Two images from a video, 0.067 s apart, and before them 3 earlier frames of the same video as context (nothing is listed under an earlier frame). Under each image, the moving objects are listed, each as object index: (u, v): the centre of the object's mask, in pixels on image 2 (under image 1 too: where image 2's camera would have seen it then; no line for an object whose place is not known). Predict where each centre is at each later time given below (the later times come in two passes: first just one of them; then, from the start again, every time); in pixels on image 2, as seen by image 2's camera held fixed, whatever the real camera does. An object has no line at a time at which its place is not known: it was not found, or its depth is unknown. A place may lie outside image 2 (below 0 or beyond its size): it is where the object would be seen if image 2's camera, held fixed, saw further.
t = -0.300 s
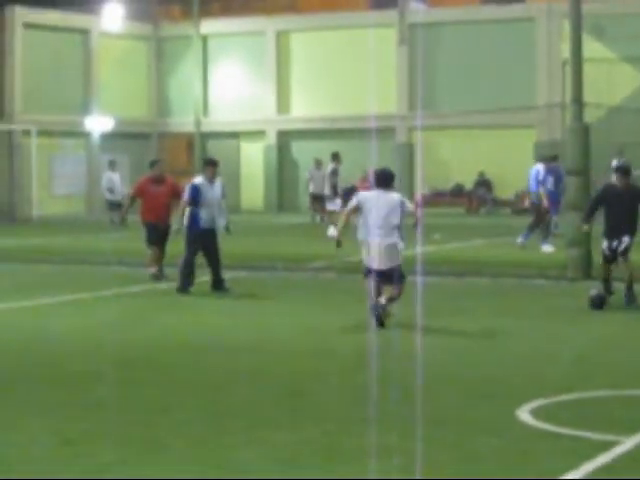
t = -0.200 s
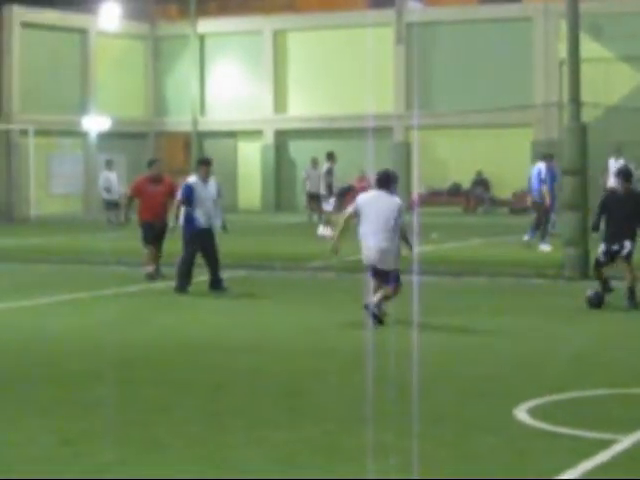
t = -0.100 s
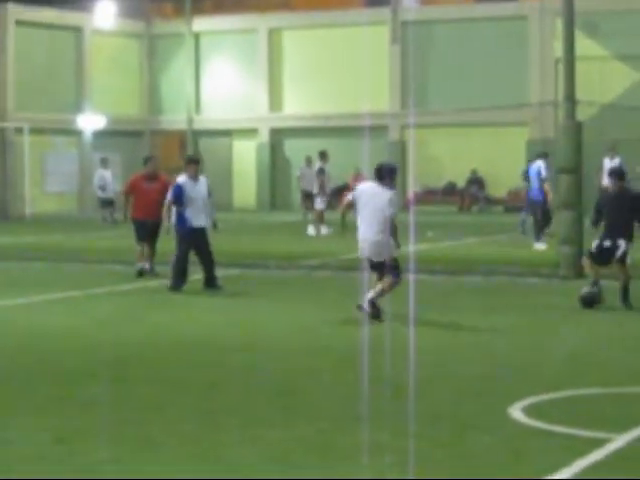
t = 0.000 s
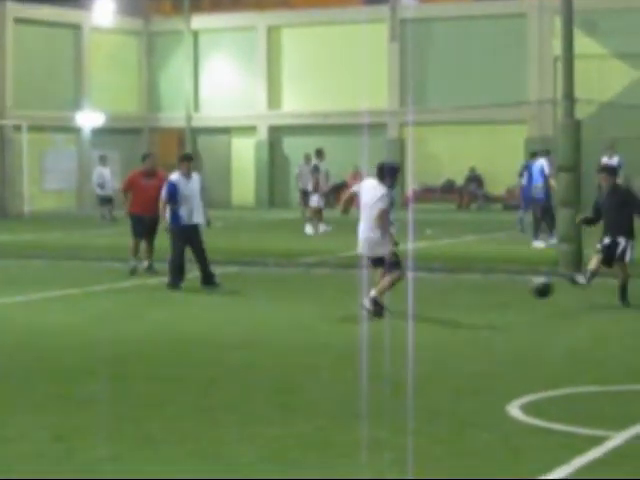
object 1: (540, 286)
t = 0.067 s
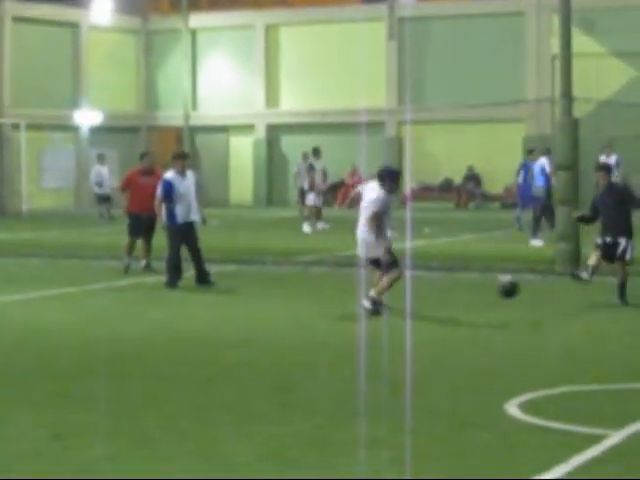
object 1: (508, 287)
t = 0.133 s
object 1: (473, 293)
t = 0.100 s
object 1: (491, 290)
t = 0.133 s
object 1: (473, 293)
